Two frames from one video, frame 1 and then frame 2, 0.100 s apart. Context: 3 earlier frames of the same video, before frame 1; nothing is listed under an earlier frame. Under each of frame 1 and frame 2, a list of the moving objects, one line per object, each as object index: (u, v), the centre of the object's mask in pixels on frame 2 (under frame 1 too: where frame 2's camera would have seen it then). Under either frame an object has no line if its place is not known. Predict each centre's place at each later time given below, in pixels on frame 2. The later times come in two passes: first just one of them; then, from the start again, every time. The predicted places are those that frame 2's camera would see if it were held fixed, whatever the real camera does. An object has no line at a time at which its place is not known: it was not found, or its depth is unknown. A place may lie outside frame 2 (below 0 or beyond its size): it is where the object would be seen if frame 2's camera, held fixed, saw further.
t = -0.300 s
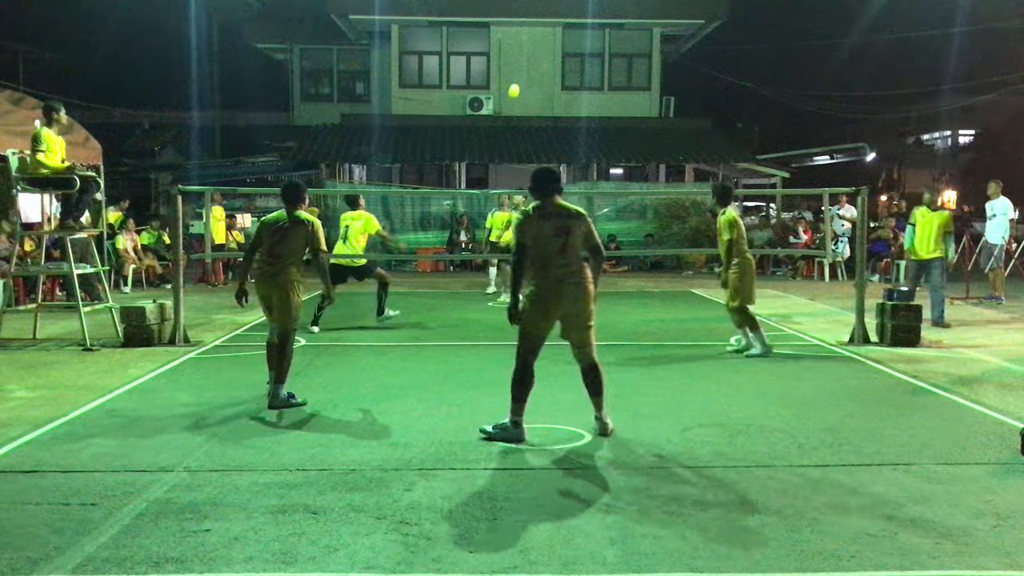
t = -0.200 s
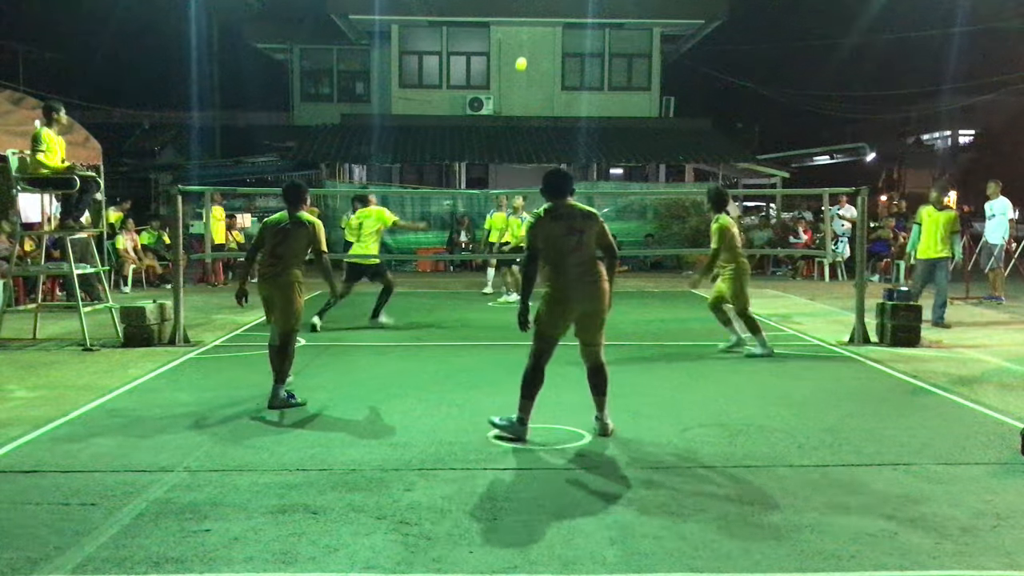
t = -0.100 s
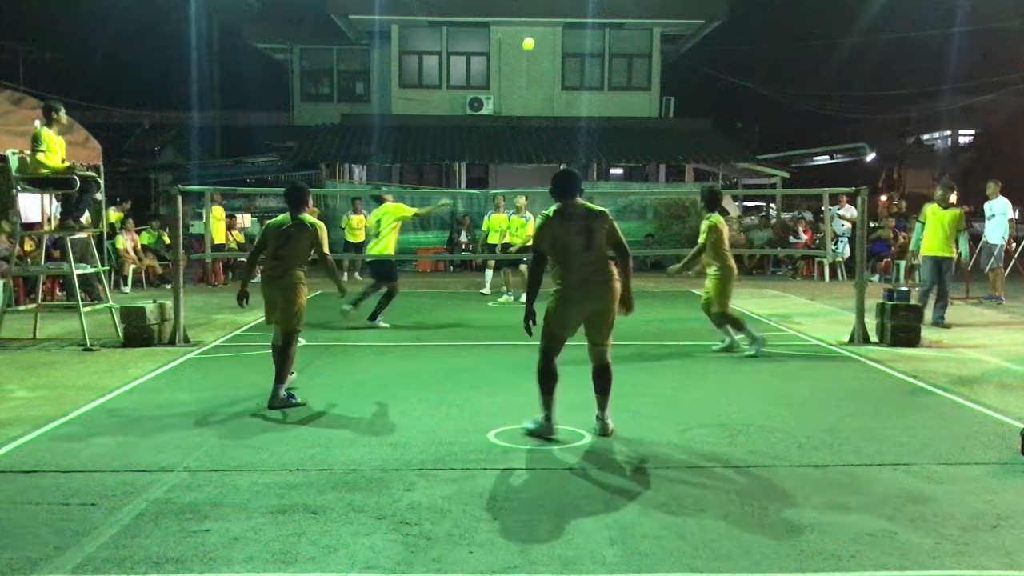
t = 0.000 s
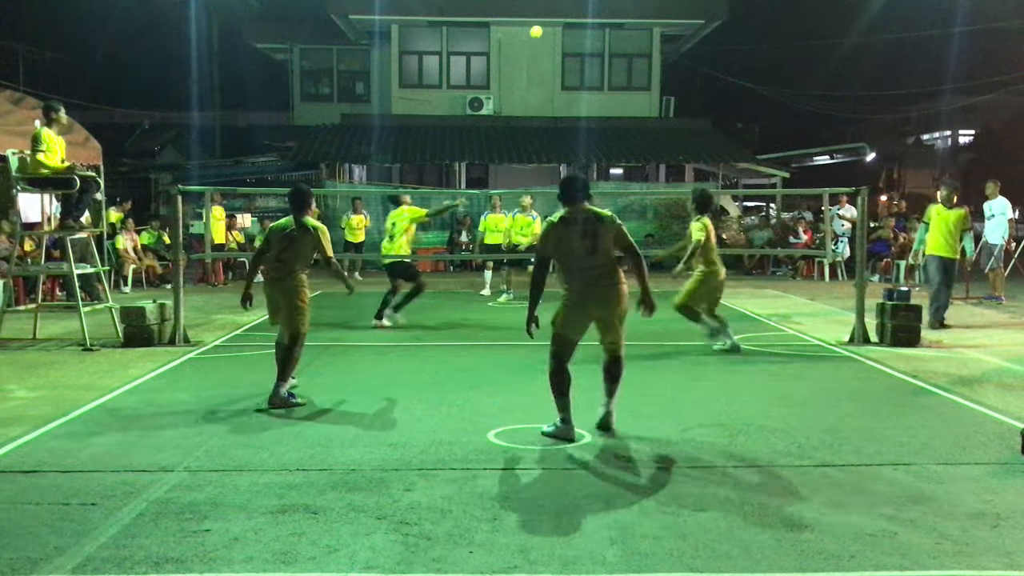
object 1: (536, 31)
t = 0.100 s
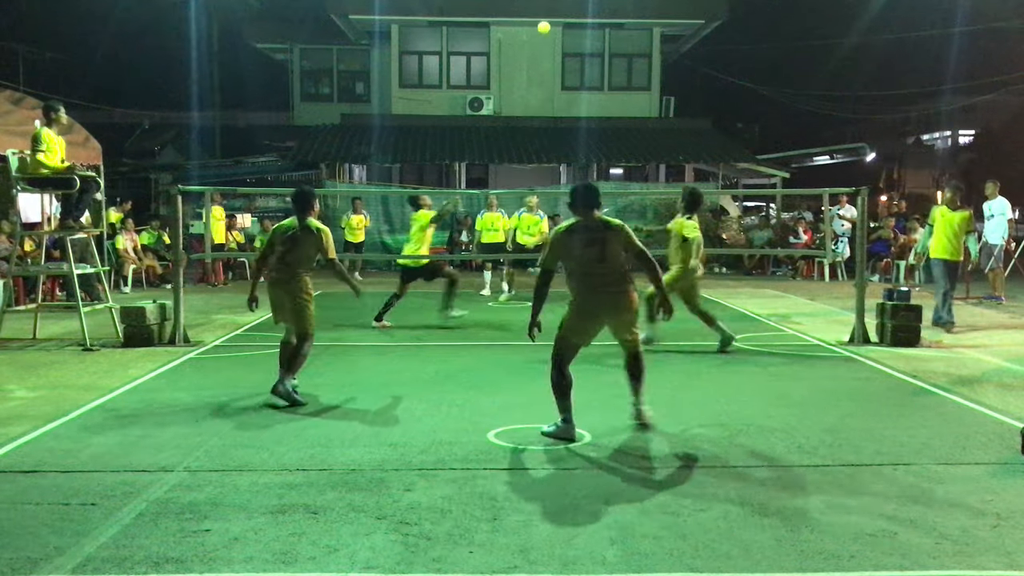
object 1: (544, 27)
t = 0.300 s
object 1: (559, 45)
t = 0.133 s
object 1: (546, 27)
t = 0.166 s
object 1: (549, 29)
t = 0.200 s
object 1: (551, 31)
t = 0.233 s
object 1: (554, 35)
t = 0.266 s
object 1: (556, 39)
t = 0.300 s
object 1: (559, 45)
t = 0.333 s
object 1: (562, 52)
